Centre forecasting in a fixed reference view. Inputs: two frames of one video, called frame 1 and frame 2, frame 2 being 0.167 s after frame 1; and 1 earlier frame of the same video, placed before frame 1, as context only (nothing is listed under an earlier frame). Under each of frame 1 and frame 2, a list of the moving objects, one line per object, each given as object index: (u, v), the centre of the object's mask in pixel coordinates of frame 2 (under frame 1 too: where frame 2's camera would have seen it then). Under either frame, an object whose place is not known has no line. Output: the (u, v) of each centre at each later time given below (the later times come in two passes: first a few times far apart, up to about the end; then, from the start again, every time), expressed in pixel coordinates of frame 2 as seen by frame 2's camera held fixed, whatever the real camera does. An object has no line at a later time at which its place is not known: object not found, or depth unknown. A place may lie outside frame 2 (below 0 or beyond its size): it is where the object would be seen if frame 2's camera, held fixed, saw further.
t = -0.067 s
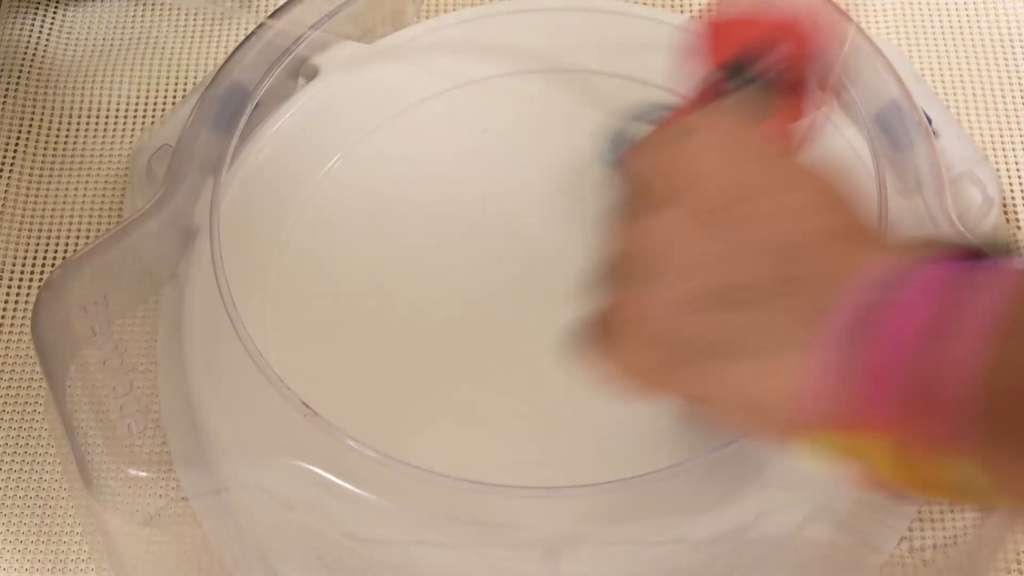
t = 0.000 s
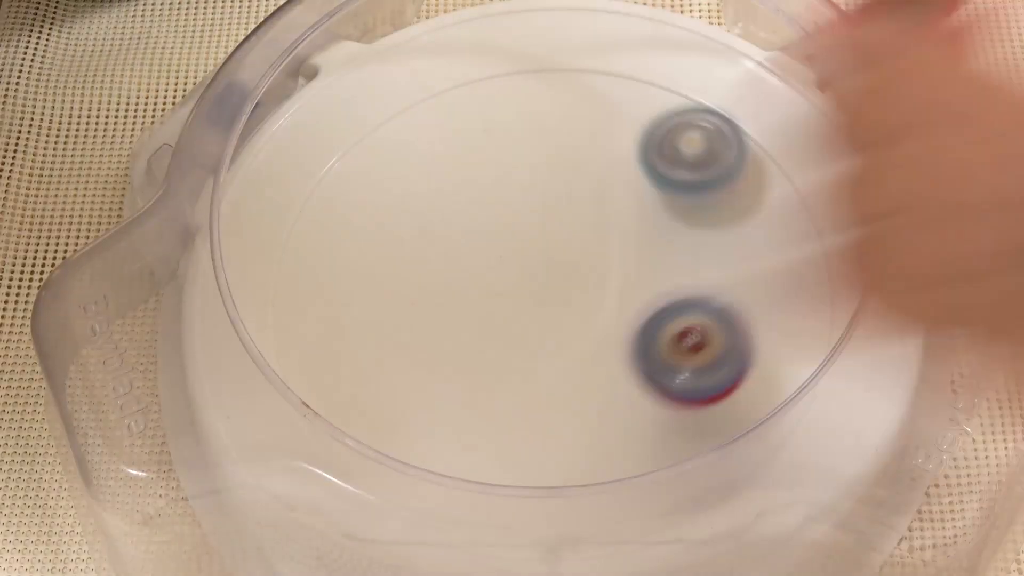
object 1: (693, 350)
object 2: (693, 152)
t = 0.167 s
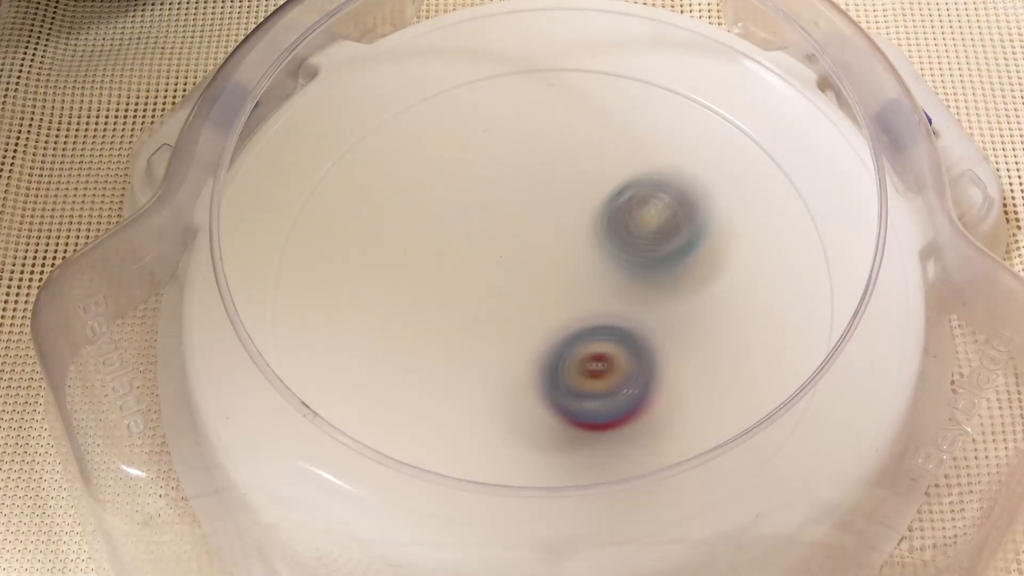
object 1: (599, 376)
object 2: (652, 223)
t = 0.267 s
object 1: (531, 400)
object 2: (576, 270)
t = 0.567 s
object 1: (395, 479)
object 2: (483, 168)
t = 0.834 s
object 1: (500, 407)
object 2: (455, 230)
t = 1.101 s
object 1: (517, 367)
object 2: (489, 226)
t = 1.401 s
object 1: (364, 300)
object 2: (508, 190)
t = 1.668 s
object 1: (313, 262)
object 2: (478, 220)
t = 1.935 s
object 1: (392, 240)
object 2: (546, 238)
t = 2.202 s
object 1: (466, 175)
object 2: (639, 219)
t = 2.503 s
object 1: (511, 123)
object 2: (658, 175)
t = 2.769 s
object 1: (532, 164)
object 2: (672, 234)
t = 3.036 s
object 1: (584, 211)
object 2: (652, 315)
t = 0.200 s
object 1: (581, 375)
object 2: (627, 243)
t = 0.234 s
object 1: (563, 374)
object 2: (595, 264)
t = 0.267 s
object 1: (531, 400)
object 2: (576, 270)
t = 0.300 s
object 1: (494, 439)
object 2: (570, 232)
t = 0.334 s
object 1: (446, 496)
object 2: (563, 205)
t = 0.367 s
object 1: (428, 506)
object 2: (553, 179)
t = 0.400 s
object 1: (410, 515)
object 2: (542, 163)
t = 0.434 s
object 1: (401, 516)
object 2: (531, 152)
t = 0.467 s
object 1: (393, 513)
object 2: (520, 147)
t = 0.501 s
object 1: (388, 508)
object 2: (510, 149)
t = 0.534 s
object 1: (391, 493)
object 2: (497, 156)
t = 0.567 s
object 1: (395, 479)
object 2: (483, 168)
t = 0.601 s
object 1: (403, 461)
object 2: (466, 189)
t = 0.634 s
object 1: (420, 431)
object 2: (454, 209)
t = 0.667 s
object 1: (429, 417)
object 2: (444, 235)
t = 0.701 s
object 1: (445, 394)
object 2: (440, 261)
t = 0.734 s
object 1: (458, 379)
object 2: (441, 272)
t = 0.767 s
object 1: (474, 390)
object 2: (447, 258)
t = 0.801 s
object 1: (487, 399)
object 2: (451, 243)
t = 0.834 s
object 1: (500, 407)
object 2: (455, 230)
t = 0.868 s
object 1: (511, 411)
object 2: (462, 218)
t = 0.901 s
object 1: (520, 412)
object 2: (468, 211)
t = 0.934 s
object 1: (527, 410)
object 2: (473, 208)
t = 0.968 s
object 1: (531, 405)
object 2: (477, 206)
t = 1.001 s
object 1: (533, 399)
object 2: (482, 207)
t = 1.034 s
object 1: (531, 391)
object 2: (485, 212)
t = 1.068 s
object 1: (525, 380)
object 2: (487, 218)
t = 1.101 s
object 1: (517, 367)
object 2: (489, 226)
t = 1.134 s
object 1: (507, 357)
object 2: (491, 236)
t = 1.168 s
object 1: (495, 346)
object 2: (495, 238)
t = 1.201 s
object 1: (477, 344)
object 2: (501, 229)
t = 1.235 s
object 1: (458, 339)
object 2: (506, 219)
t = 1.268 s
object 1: (438, 333)
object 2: (510, 209)
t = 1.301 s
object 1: (418, 325)
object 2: (511, 202)
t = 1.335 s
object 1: (398, 317)
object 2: (511, 197)
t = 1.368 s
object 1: (379, 308)
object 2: (510, 192)
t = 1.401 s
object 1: (364, 300)
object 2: (508, 190)
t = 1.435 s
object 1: (349, 294)
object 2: (505, 190)
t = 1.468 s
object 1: (337, 287)
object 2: (500, 192)
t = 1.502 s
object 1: (327, 282)
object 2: (495, 196)
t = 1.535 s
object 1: (320, 277)
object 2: (491, 200)
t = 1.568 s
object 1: (314, 273)
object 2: (485, 205)
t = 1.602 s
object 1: (312, 269)
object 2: (480, 211)
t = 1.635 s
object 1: (311, 265)
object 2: (478, 216)
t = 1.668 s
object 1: (313, 262)
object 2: (478, 220)
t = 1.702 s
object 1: (316, 260)
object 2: (482, 225)
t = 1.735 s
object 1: (322, 257)
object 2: (489, 229)
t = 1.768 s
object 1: (329, 255)
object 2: (498, 232)
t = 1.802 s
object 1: (339, 252)
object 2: (507, 235)
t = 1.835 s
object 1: (350, 249)
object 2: (518, 236)
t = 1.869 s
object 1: (363, 246)
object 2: (528, 237)
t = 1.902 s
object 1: (377, 243)
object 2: (536, 238)
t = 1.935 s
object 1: (392, 240)
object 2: (546, 238)
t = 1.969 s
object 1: (408, 236)
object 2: (555, 236)
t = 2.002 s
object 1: (425, 232)
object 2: (563, 232)
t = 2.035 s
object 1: (442, 228)
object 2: (569, 228)
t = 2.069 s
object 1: (454, 221)
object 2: (578, 223)
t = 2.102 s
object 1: (455, 211)
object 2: (597, 222)
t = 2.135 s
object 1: (458, 198)
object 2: (615, 221)
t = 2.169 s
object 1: (462, 187)
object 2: (629, 220)
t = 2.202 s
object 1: (466, 175)
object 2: (639, 219)
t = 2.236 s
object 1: (472, 163)
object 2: (648, 215)
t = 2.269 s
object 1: (476, 153)
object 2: (655, 212)
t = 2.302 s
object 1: (481, 144)
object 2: (659, 207)
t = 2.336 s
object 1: (485, 136)
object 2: (662, 202)
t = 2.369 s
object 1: (490, 130)
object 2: (664, 195)
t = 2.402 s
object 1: (495, 126)
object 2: (664, 189)
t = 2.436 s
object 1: (501, 123)
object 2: (663, 183)
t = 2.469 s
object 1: (506, 122)
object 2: (661, 179)
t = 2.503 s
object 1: (511, 123)
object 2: (658, 175)
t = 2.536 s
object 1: (517, 126)
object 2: (655, 173)
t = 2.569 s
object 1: (522, 130)
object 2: (652, 173)
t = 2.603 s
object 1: (528, 137)
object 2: (648, 175)
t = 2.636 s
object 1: (533, 145)
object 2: (645, 180)
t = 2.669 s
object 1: (531, 147)
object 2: (651, 192)
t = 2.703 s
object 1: (529, 151)
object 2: (659, 206)
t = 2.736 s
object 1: (530, 157)
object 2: (666, 220)
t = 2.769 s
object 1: (532, 164)
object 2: (672, 234)
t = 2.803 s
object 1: (535, 172)
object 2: (674, 246)
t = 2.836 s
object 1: (540, 181)
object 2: (674, 257)
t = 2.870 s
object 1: (547, 190)
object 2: (671, 266)
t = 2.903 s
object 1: (555, 198)
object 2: (665, 272)
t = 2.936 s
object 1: (563, 206)
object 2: (659, 278)
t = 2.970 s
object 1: (571, 209)
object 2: (656, 286)
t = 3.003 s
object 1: (576, 209)
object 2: (655, 302)
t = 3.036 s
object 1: (584, 211)
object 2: (652, 315)
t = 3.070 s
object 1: (594, 212)
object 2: (650, 327)
